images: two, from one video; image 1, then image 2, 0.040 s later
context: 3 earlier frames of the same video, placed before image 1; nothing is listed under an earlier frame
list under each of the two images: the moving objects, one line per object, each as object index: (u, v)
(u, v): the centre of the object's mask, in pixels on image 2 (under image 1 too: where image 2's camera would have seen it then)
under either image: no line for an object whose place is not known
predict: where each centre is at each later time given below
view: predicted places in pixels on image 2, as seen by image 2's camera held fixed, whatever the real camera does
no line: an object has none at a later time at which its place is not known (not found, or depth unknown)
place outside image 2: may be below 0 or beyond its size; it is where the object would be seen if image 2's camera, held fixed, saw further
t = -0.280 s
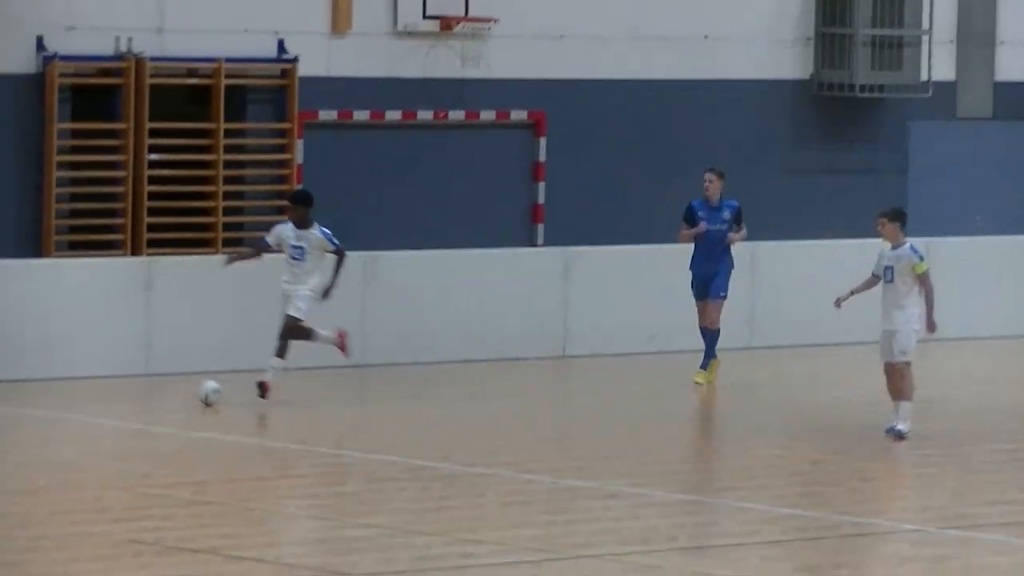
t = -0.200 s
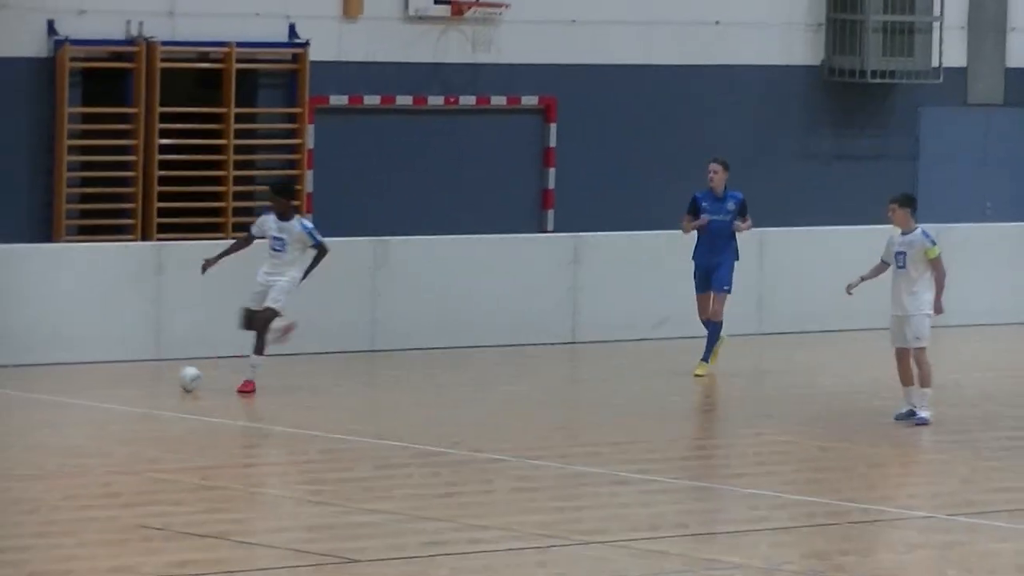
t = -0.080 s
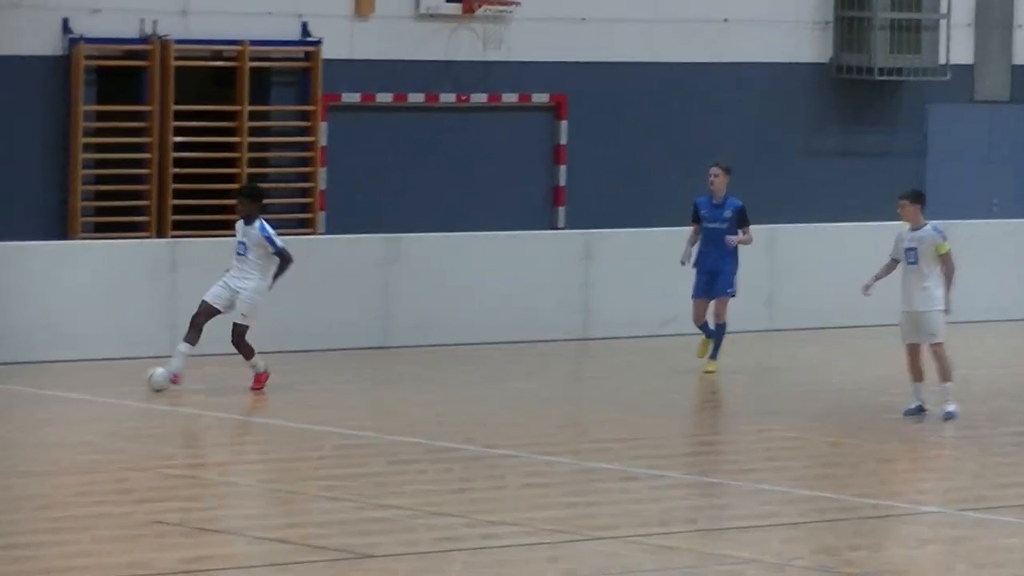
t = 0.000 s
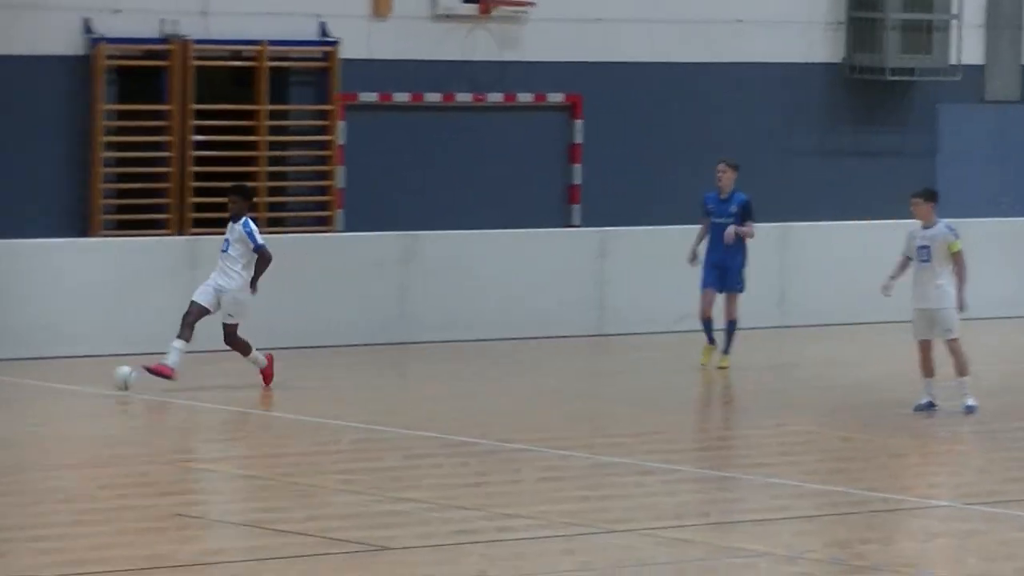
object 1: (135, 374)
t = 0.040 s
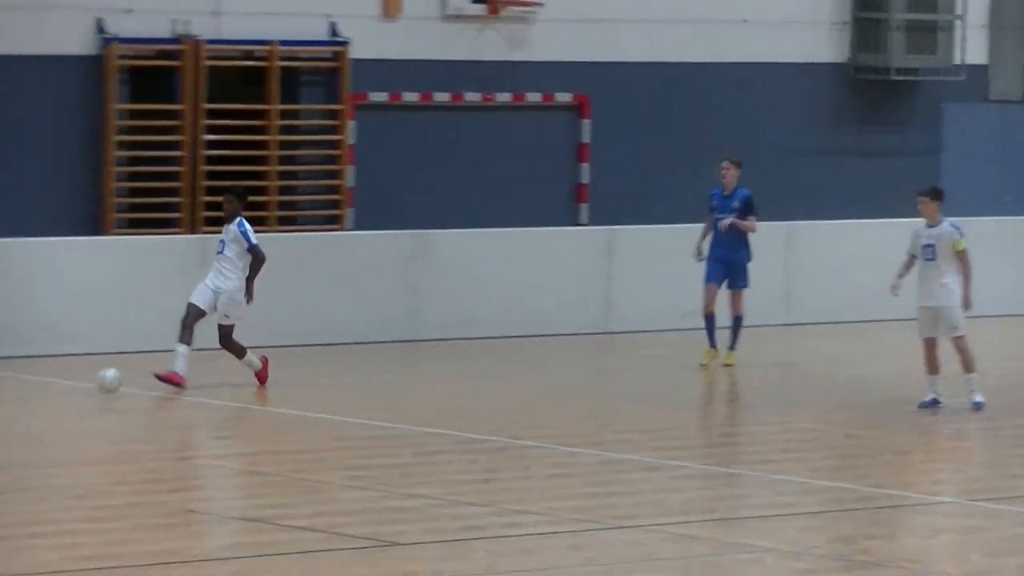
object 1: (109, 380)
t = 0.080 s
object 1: (81, 388)
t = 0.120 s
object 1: (53, 391)
